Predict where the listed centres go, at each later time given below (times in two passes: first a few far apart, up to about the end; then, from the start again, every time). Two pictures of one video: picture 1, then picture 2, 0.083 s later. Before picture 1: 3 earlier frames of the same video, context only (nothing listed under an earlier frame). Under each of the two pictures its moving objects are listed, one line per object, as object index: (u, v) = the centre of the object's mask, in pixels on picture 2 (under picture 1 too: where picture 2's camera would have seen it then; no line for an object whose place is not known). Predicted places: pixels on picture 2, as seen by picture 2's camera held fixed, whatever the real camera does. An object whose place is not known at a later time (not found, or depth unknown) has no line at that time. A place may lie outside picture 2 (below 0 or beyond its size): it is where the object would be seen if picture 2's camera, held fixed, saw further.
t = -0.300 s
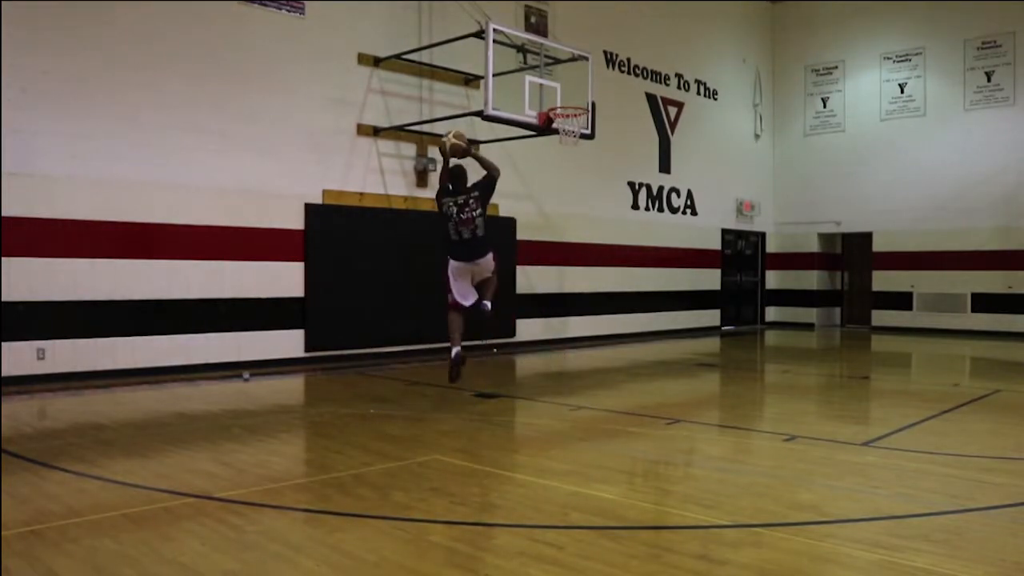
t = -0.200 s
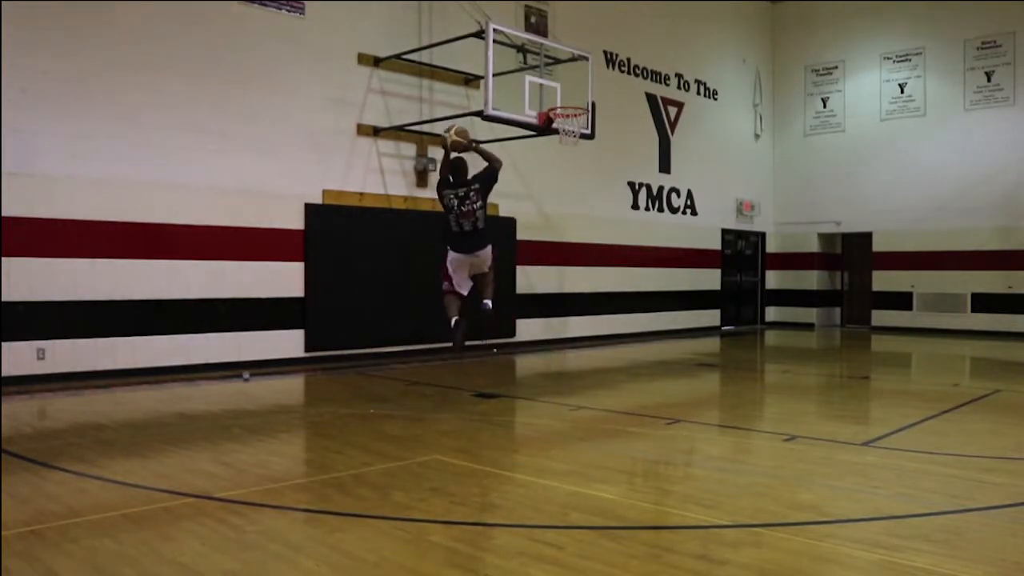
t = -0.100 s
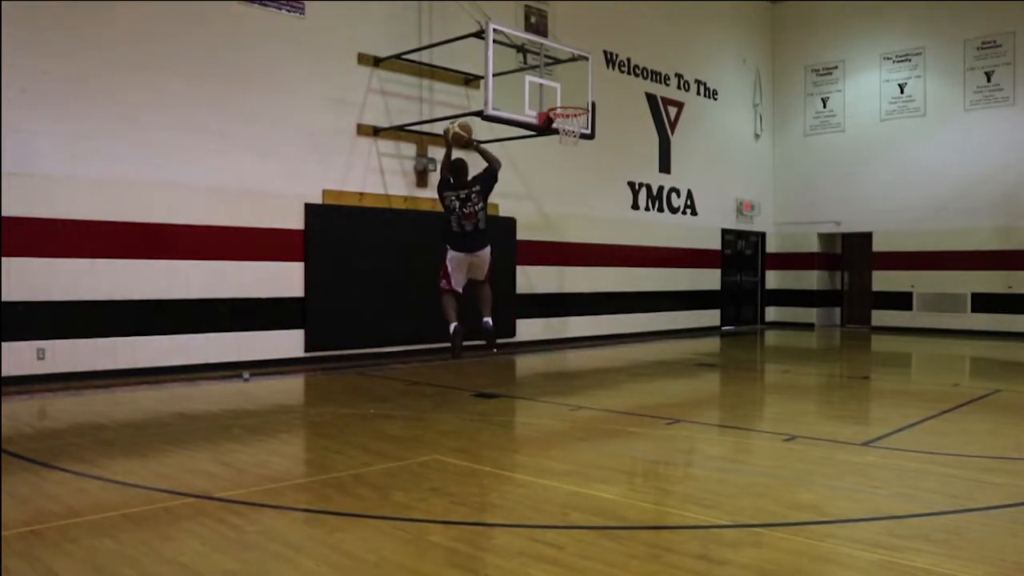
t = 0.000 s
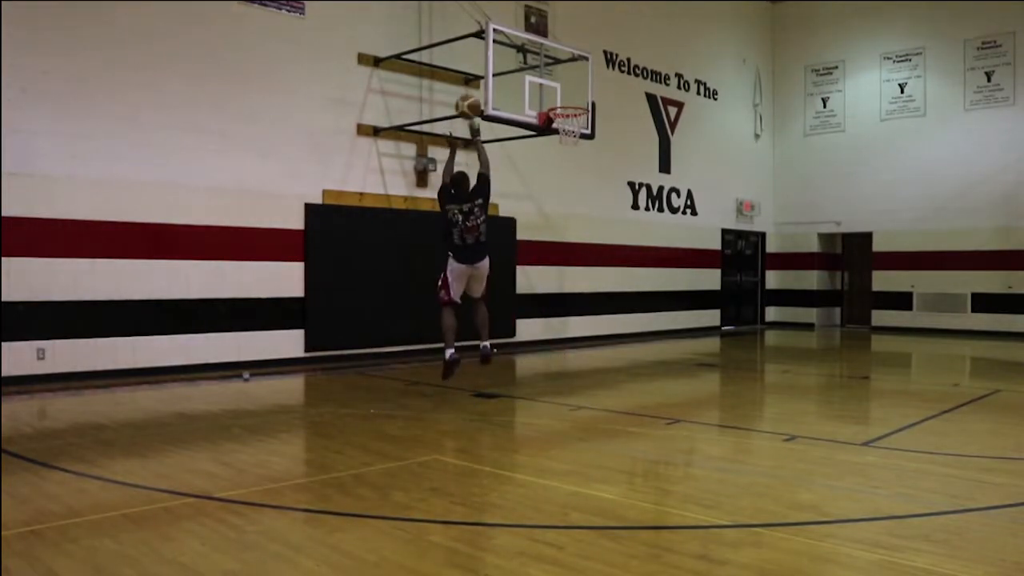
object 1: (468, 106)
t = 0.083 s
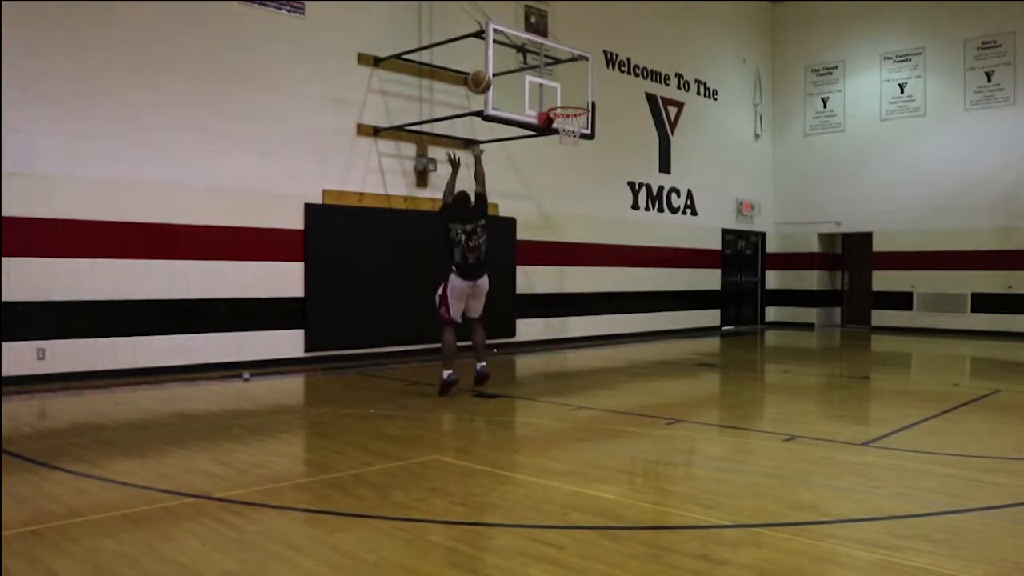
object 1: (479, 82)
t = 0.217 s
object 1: (495, 60)
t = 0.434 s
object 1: (517, 61)
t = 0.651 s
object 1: (548, 93)
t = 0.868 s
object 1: (578, 135)
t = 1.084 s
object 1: (571, 141)
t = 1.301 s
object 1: (559, 181)
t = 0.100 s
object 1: (482, 78)
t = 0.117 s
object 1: (484, 74)
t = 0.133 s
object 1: (485, 72)
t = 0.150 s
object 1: (487, 68)
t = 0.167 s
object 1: (489, 66)
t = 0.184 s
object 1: (491, 63)
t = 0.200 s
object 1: (493, 62)
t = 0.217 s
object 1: (495, 60)
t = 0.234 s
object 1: (497, 58)
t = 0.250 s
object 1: (499, 57)
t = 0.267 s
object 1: (501, 56)
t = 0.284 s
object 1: (503, 56)
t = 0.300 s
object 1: (504, 56)
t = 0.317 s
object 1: (506, 55)
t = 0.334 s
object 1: (508, 56)
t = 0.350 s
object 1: (509, 56)
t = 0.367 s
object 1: (511, 56)
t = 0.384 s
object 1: (513, 58)
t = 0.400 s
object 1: (515, 59)
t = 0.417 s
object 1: (516, 60)
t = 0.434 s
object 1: (517, 61)
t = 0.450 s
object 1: (518, 63)
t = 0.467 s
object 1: (520, 65)
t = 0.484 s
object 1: (522, 68)
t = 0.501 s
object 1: (523, 70)
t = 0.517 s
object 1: (525, 73)
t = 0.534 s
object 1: (526, 75)
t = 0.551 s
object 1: (528, 78)
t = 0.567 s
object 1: (531, 80)
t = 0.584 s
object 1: (534, 82)
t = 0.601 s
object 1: (538, 84)
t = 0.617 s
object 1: (541, 86)
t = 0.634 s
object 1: (544, 90)
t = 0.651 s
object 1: (548, 93)
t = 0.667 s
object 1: (551, 95)
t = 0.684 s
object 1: (554, 99)
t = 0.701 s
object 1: (558, 102)
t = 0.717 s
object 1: (559, 103)
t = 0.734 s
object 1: (565, 110)
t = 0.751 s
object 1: (569, 116)
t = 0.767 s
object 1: (576, 122)
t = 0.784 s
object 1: (579, 125)
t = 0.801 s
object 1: (579, 133)
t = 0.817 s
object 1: (578, 135)
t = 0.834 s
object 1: (579, 136)
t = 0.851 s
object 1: (579, 135)
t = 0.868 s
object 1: (578, 135)
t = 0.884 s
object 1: (577, 133)
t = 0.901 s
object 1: (577, 133)
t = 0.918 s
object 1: (578, 133)
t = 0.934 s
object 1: (578, 133)
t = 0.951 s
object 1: (579, 134)
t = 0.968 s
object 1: (578, 134)
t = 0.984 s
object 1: (578, 134)
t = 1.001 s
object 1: (577, 135)
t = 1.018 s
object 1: (576, 136)
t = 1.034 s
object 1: (574, 137)
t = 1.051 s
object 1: (573, 138)
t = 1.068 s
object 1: (572, 139)
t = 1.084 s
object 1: (571, 141)
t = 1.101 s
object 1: (570, 143)
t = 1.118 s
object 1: (569, 144)
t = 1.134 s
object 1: (568, 145)
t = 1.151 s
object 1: (567, 147)
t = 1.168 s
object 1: (566, 149)
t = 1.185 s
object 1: (565, 152)
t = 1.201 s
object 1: (564, 156)
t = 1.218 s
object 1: (564, 159)
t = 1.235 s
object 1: (563, 163)
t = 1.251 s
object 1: (562, 167)
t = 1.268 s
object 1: (561, 172)
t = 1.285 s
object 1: (560, 176)
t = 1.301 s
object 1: (559, 181)
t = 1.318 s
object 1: (558, 186)
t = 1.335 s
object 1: (557, 191)
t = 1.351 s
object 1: (557, 196)
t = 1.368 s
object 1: (556, 202)
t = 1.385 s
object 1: (555, 208)
